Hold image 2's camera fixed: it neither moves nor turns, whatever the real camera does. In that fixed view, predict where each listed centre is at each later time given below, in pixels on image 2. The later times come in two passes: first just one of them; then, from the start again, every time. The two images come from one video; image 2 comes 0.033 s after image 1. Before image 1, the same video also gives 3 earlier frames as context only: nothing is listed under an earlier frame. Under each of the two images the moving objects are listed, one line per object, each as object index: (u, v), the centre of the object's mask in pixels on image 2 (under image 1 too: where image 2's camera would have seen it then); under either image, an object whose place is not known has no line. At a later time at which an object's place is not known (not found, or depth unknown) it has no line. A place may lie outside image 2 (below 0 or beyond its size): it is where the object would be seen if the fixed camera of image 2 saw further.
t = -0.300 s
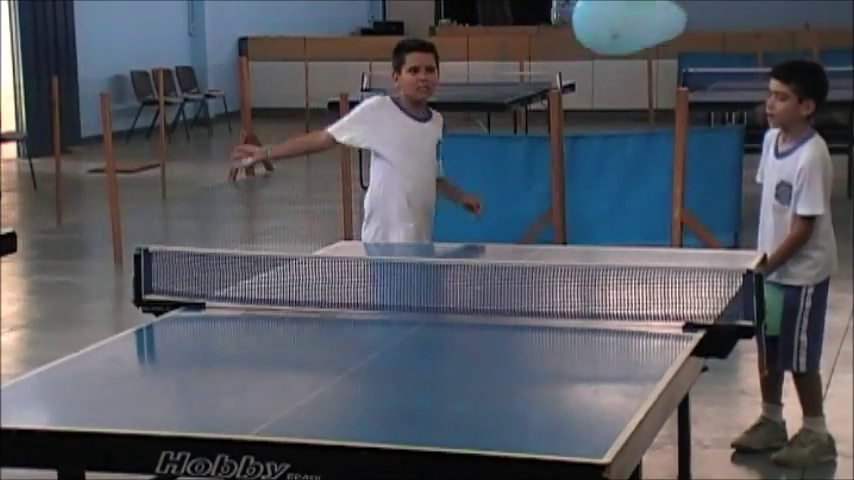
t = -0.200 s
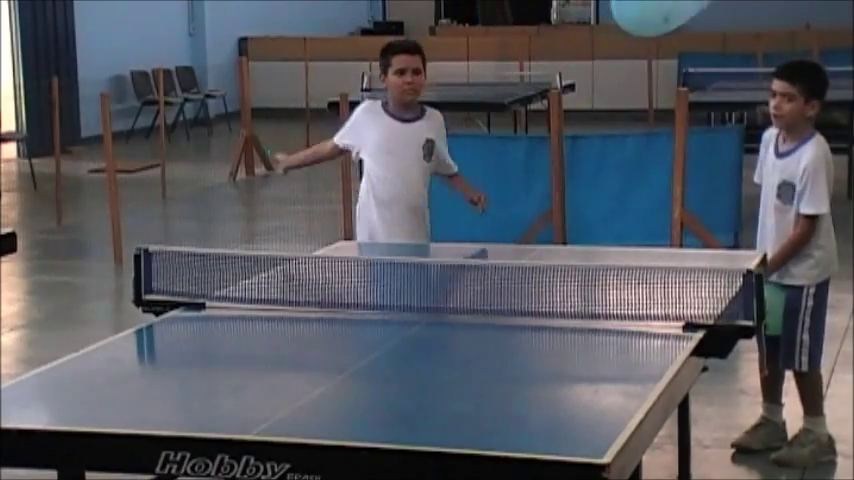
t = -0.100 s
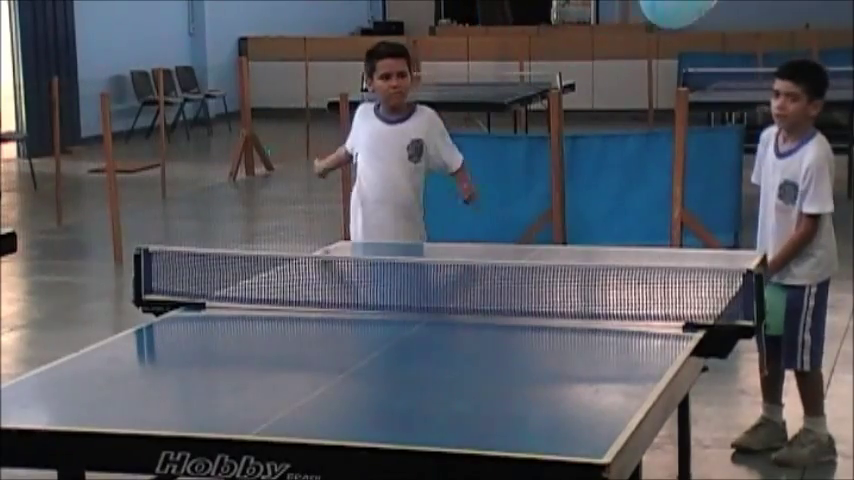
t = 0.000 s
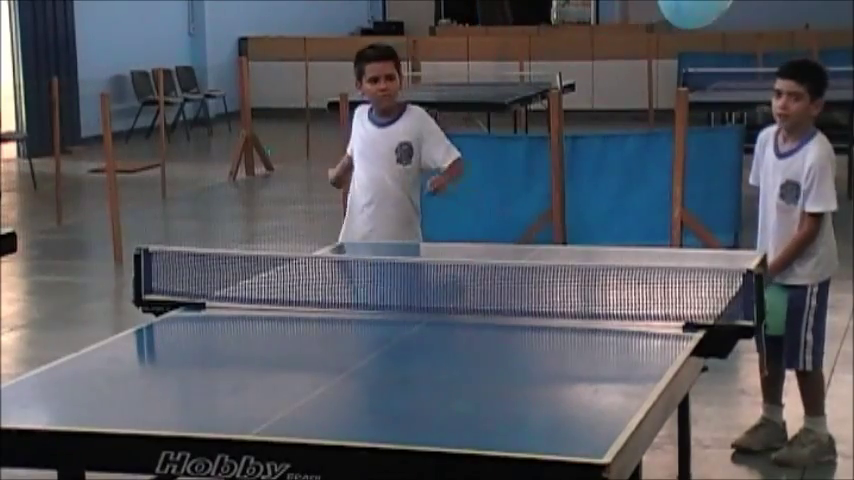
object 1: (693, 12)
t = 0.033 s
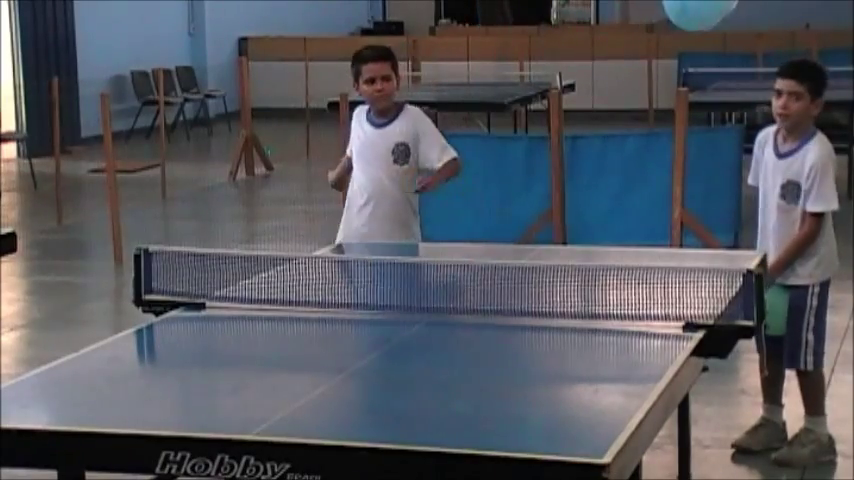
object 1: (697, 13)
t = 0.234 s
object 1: (719, 22)
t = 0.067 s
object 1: (702, 14)
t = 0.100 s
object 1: (706, 15)
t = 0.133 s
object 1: (710, 16)
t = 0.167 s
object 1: (713, 18)
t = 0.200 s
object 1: (716, 20)
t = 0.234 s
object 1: (719, 22)
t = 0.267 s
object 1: (722, 25)
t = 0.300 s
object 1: (724, 28)
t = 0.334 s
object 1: (727, 31)
